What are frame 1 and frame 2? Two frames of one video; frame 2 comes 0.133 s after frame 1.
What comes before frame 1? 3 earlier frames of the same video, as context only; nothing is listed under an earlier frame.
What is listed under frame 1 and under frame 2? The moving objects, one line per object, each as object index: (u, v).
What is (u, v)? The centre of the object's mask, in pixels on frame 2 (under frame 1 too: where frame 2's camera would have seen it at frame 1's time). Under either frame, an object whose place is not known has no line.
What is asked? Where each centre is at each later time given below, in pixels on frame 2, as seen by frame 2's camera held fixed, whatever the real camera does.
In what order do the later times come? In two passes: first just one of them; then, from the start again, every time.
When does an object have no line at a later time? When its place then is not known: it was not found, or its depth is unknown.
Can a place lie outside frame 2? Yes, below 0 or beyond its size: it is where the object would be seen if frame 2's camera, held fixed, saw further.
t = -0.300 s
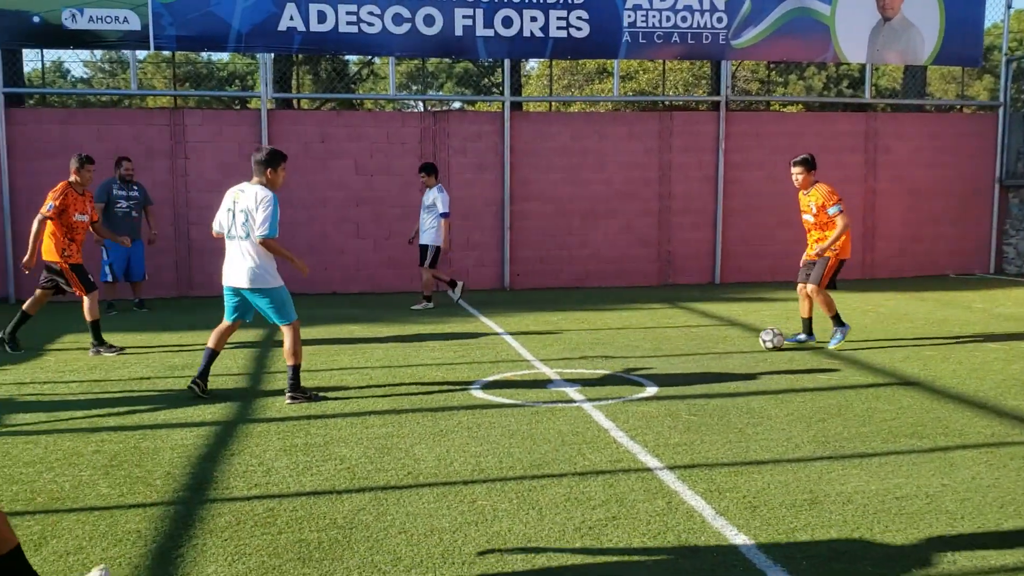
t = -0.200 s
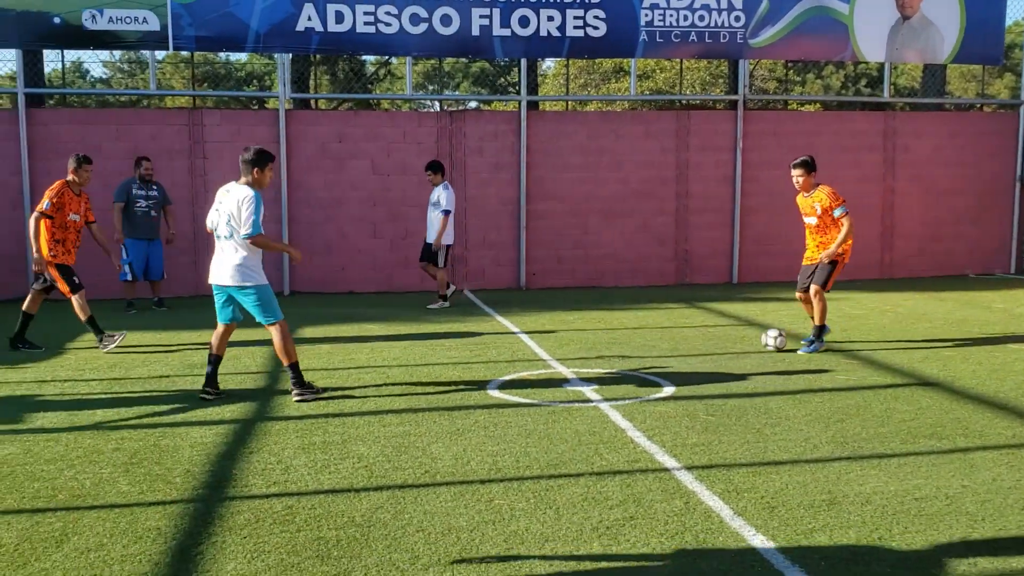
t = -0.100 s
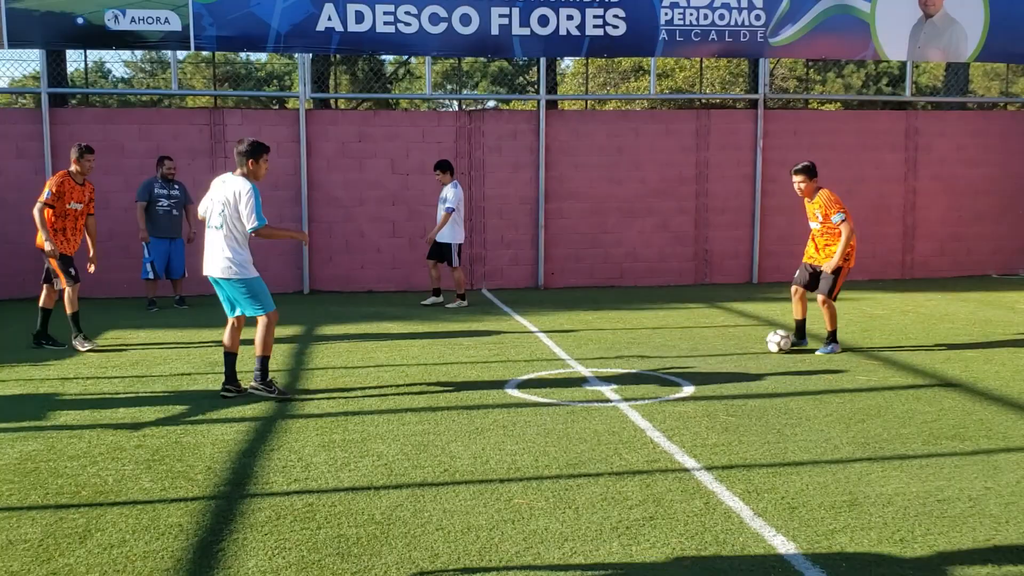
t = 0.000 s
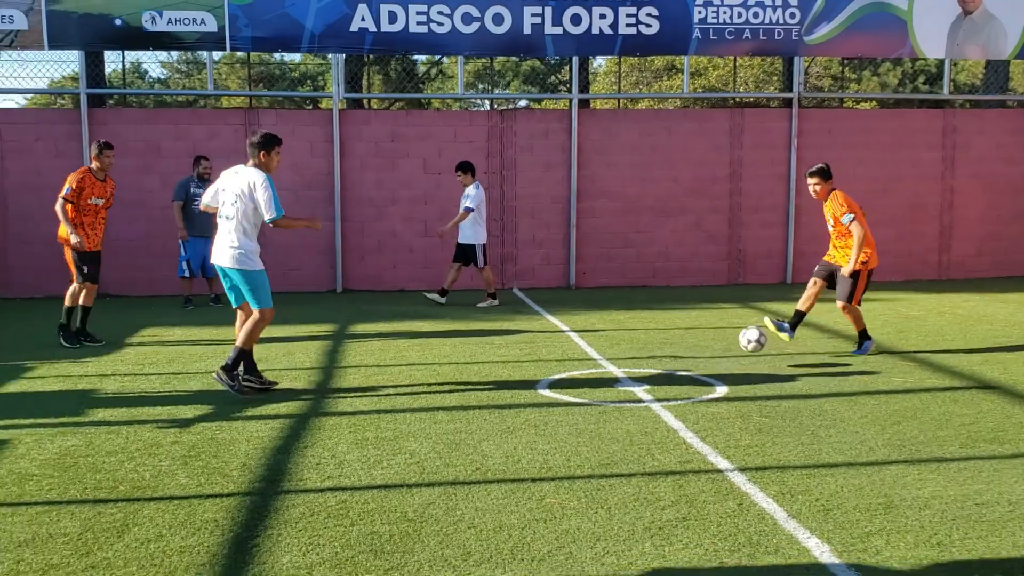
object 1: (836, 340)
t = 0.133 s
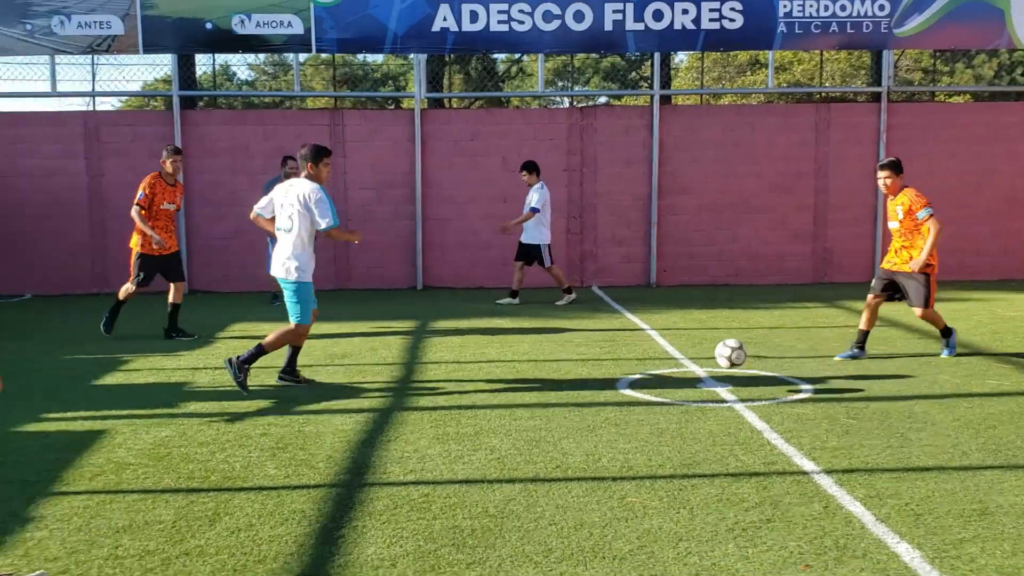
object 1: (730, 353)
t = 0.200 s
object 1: (668, 373)
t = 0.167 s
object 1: (700, 362)
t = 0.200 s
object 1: (668, 373)
